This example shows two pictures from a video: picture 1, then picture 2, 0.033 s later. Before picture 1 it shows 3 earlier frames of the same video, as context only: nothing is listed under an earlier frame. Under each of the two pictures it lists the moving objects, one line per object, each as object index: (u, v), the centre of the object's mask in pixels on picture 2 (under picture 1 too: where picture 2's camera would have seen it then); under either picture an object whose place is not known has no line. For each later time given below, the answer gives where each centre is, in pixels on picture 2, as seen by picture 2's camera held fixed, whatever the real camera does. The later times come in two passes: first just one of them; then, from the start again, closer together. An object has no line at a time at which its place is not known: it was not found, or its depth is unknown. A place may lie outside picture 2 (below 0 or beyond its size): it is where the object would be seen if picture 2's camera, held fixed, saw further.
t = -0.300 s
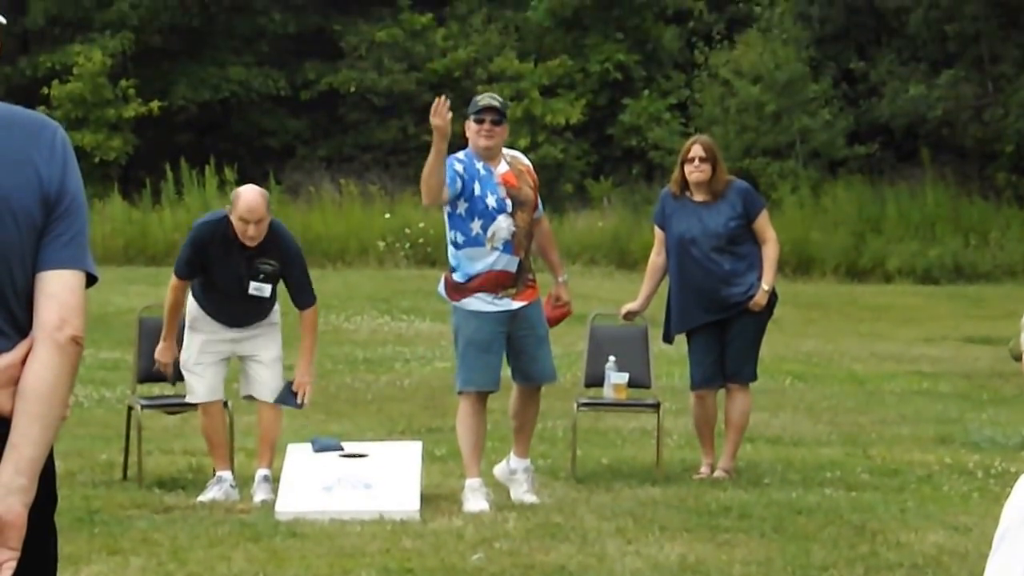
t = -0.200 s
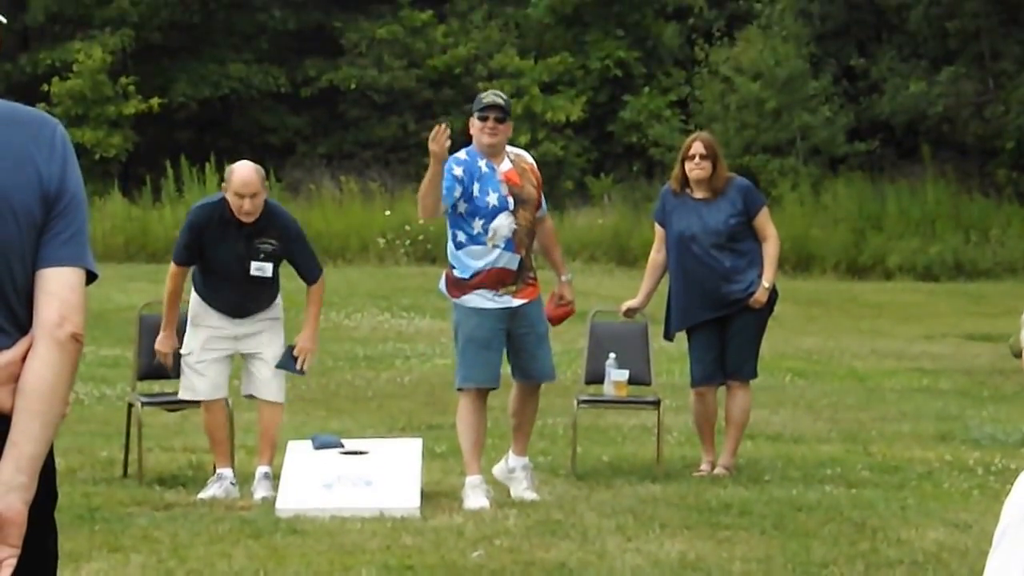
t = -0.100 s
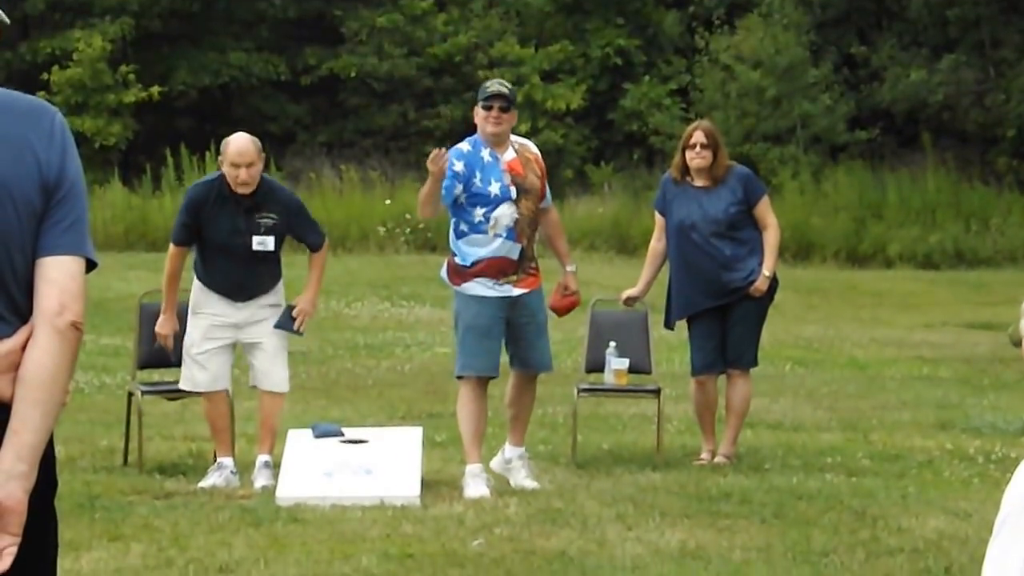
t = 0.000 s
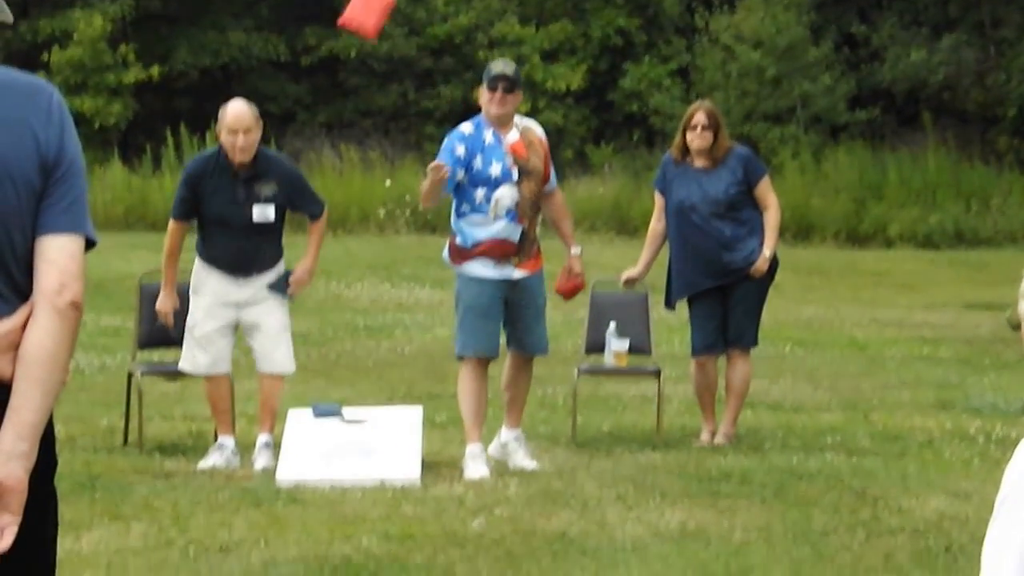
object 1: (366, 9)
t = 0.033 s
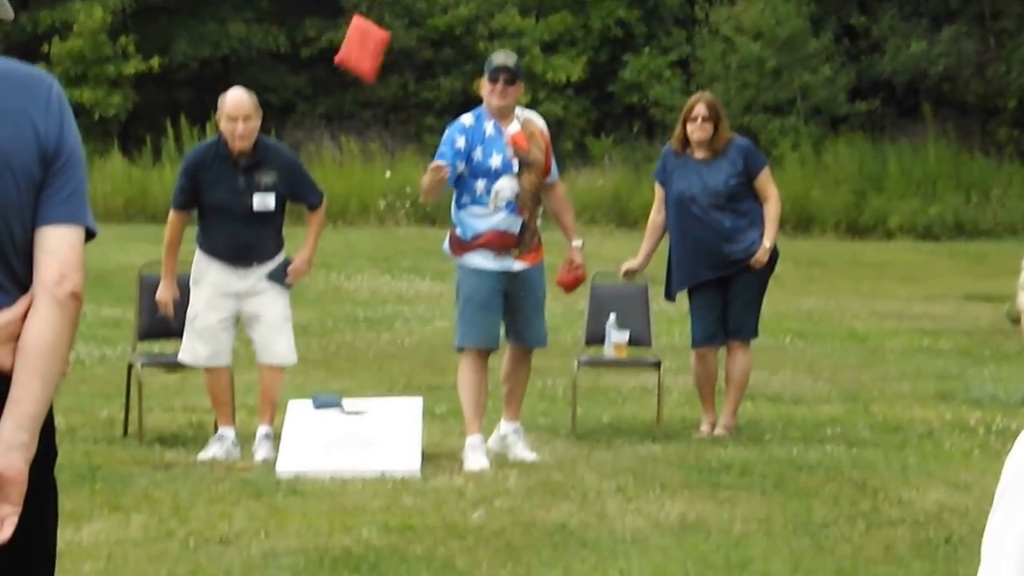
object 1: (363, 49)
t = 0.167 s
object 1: (350, 290)
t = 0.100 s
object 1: (356, 155)
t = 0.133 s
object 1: (353, 219)
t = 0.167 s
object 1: (350, 290)
